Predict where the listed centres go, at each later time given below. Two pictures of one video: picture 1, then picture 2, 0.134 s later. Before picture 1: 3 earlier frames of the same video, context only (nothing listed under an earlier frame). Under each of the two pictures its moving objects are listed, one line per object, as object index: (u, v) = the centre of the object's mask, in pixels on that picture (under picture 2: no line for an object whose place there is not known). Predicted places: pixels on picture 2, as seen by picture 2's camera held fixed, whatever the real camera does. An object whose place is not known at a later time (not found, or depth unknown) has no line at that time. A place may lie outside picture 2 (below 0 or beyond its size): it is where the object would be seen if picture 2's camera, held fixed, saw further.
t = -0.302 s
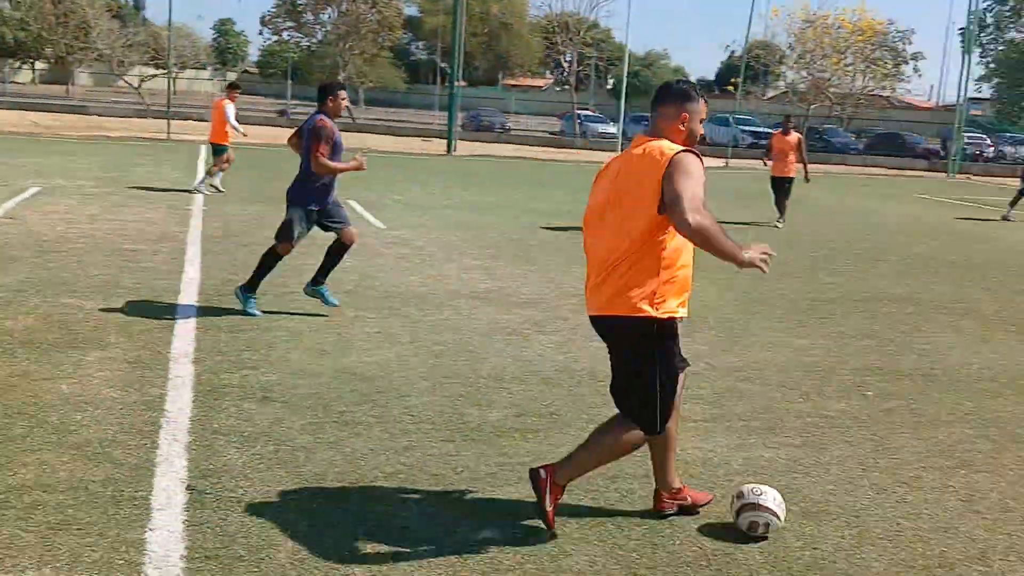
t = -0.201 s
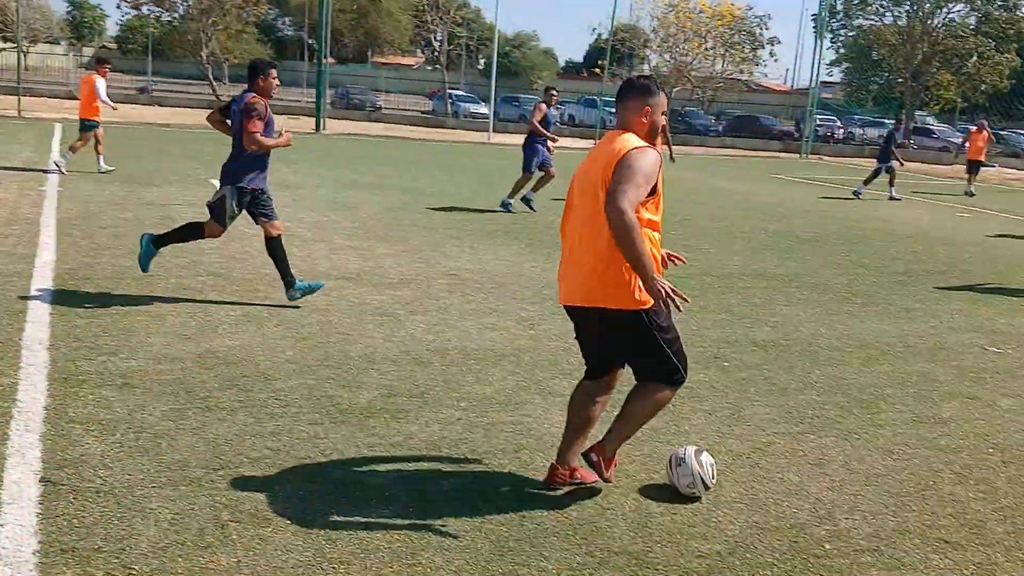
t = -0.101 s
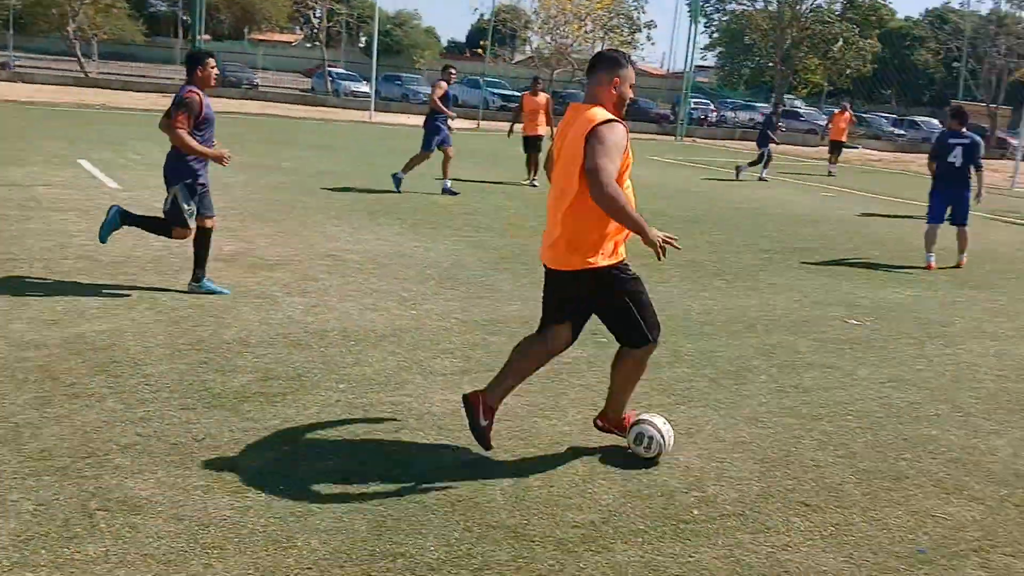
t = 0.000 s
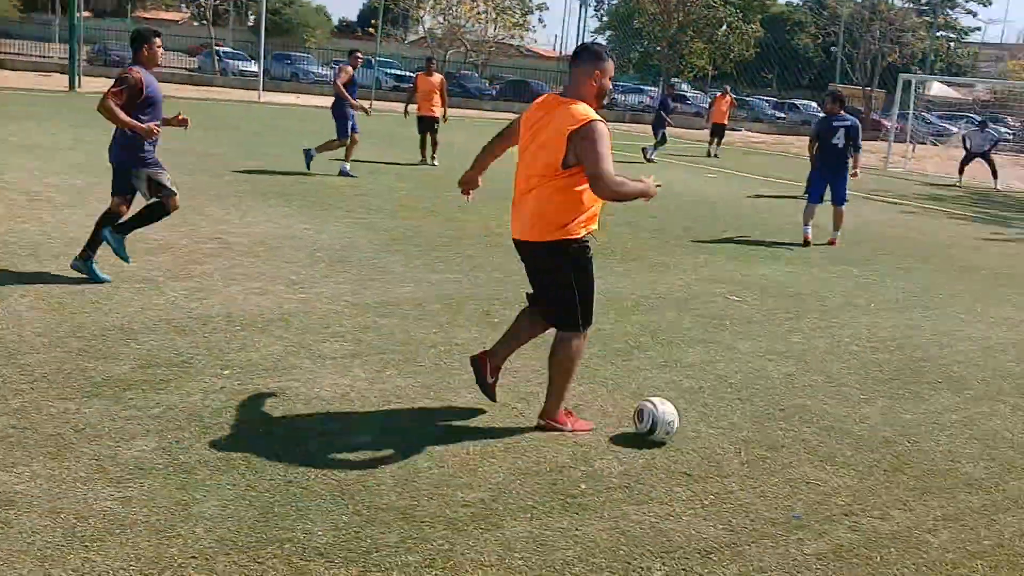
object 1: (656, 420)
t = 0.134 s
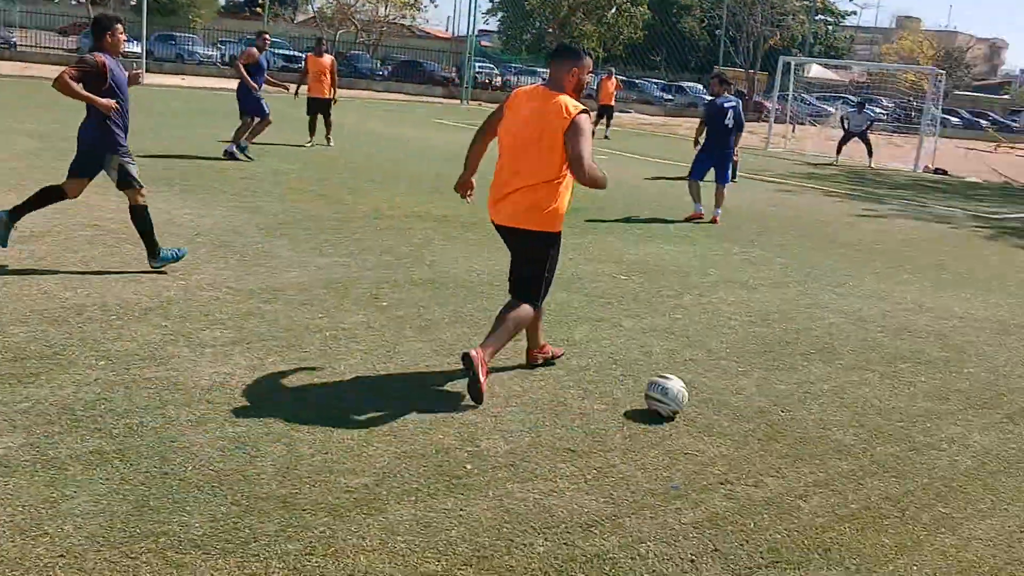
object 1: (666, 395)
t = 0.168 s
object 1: (693, 392)
